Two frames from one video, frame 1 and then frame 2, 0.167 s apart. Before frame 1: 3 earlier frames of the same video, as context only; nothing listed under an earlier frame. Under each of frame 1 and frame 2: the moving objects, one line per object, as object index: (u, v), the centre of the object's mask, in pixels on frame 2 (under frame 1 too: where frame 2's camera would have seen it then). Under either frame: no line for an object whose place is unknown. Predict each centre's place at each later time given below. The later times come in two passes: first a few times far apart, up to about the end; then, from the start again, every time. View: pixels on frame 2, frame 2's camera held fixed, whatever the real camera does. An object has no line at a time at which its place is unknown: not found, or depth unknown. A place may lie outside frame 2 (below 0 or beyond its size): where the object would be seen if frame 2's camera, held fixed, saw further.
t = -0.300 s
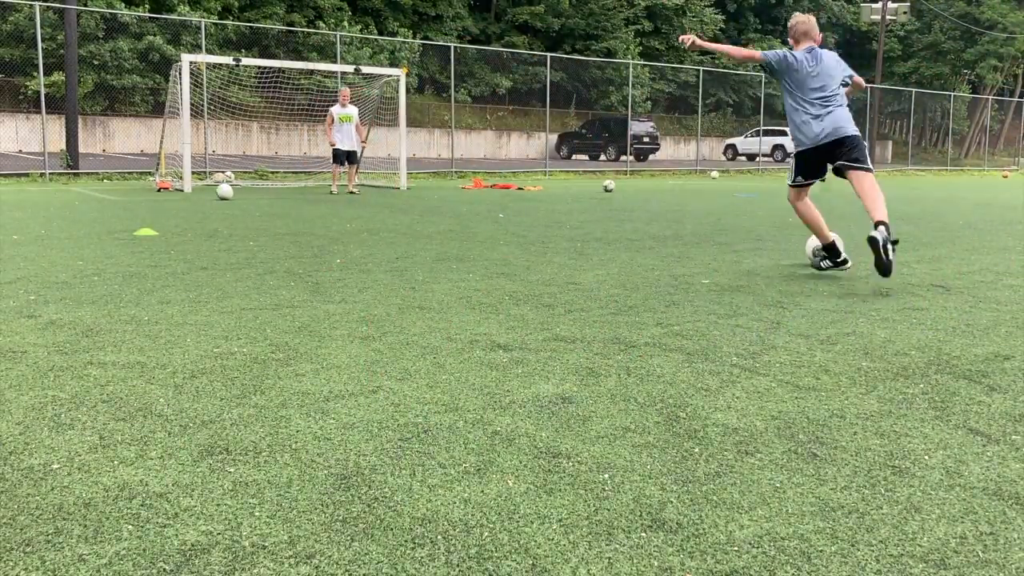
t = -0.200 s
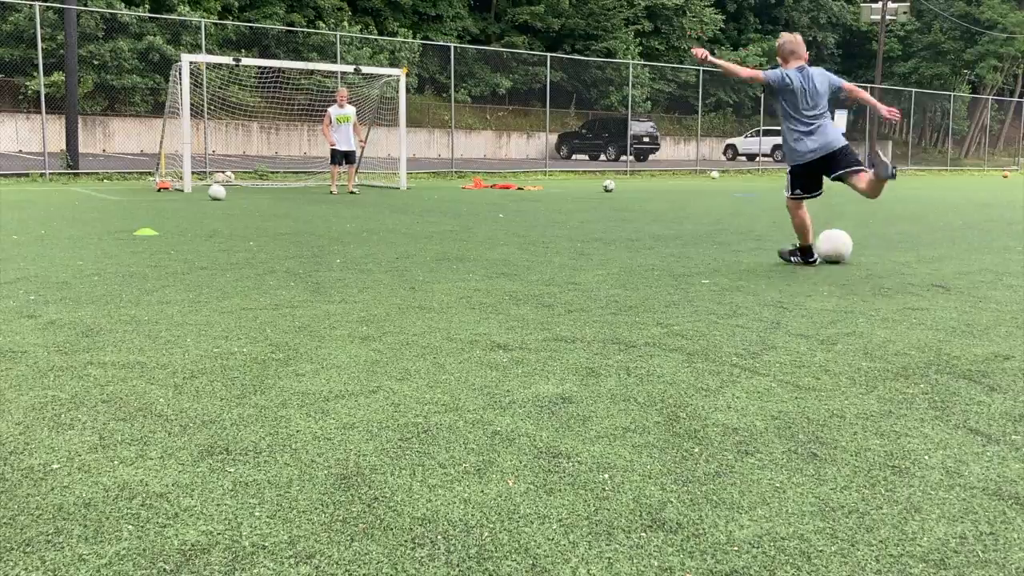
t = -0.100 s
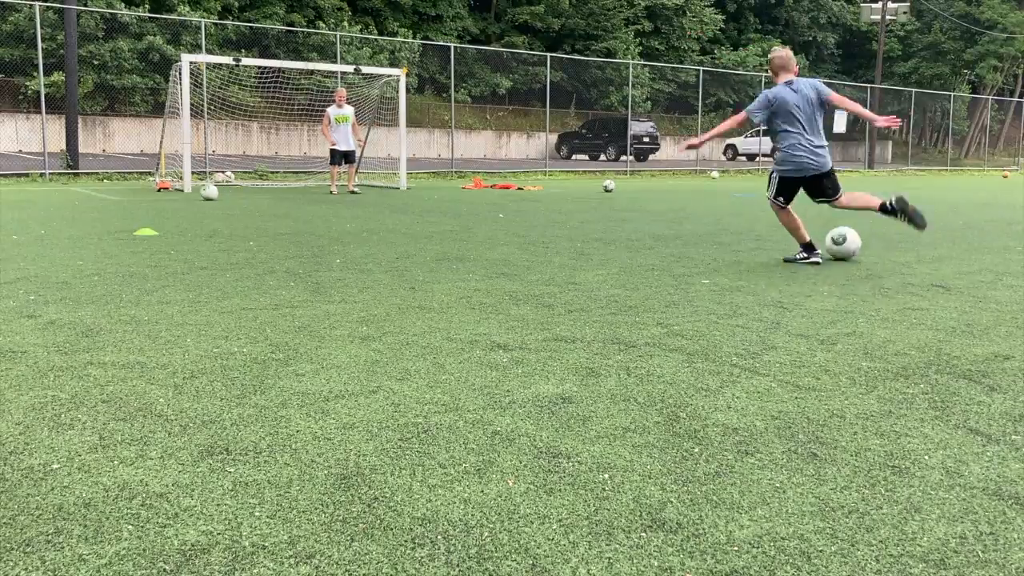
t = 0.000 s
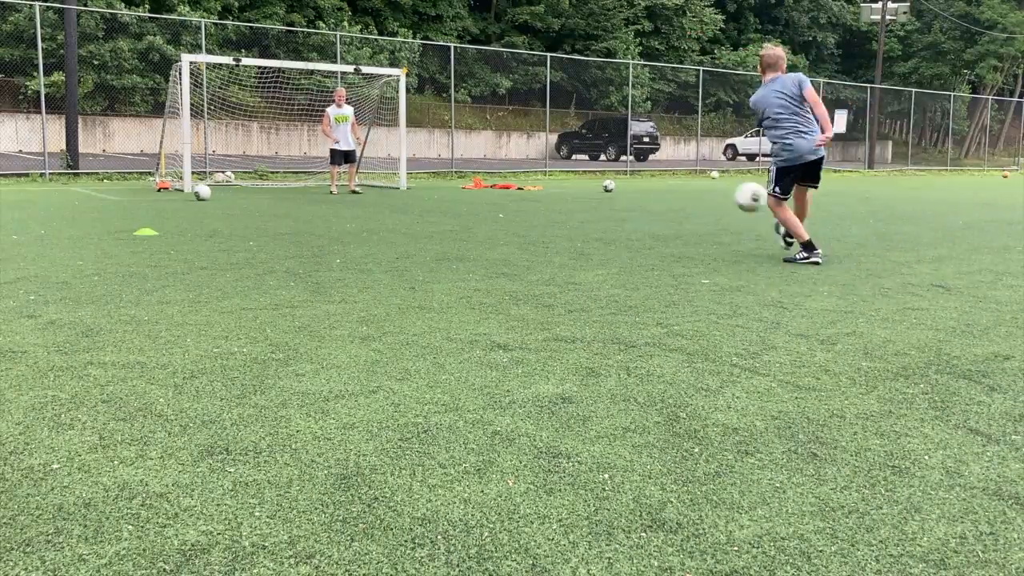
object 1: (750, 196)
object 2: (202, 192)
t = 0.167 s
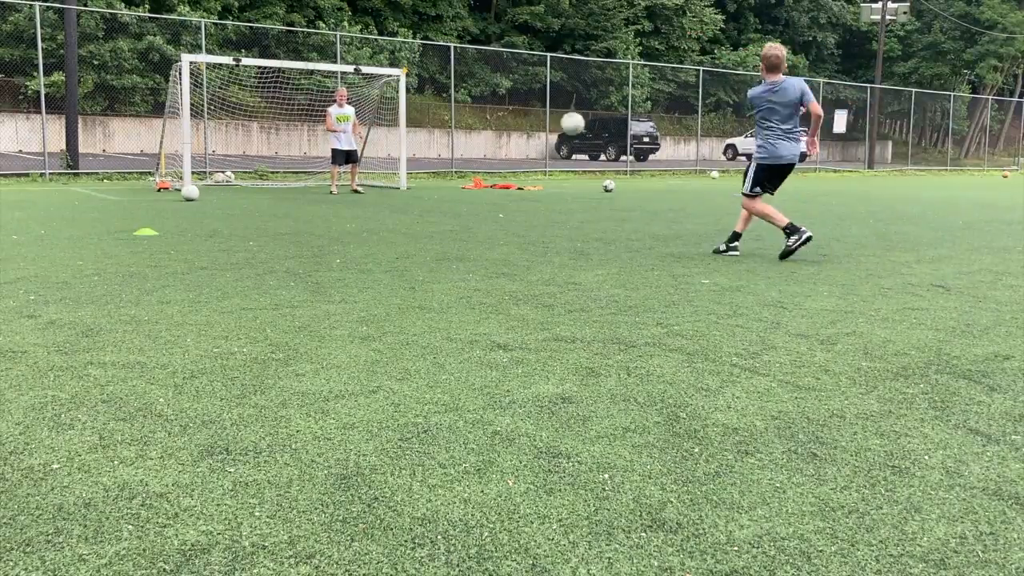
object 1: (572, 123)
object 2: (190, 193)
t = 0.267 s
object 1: (505, 104)
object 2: (183, 193)
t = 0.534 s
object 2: (165, 193)
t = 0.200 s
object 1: (547, 115)
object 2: (188, 193)
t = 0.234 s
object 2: (185, 192)
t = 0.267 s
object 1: (505, 104)
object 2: (183, 193)
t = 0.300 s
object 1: (486, 101)
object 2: (181, 193)
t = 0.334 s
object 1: (471, 97)
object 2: (179, 193)
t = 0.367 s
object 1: (455, 96)
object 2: (176, 193)
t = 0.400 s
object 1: (441, 95)
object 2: (174, 193)
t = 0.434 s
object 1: (429, 95)
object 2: (172, 193)
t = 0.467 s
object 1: (417, 95)
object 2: (169, 193)
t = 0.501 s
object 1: (407, 97)
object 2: (167, 193)
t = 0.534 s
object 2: (165, 193)
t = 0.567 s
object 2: (163, 193)
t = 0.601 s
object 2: (160, 193)
